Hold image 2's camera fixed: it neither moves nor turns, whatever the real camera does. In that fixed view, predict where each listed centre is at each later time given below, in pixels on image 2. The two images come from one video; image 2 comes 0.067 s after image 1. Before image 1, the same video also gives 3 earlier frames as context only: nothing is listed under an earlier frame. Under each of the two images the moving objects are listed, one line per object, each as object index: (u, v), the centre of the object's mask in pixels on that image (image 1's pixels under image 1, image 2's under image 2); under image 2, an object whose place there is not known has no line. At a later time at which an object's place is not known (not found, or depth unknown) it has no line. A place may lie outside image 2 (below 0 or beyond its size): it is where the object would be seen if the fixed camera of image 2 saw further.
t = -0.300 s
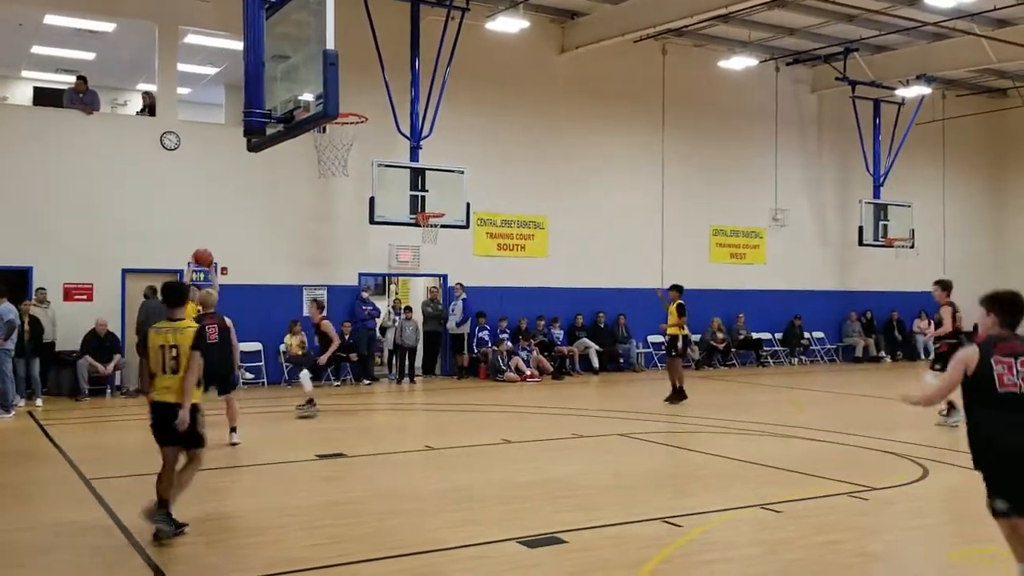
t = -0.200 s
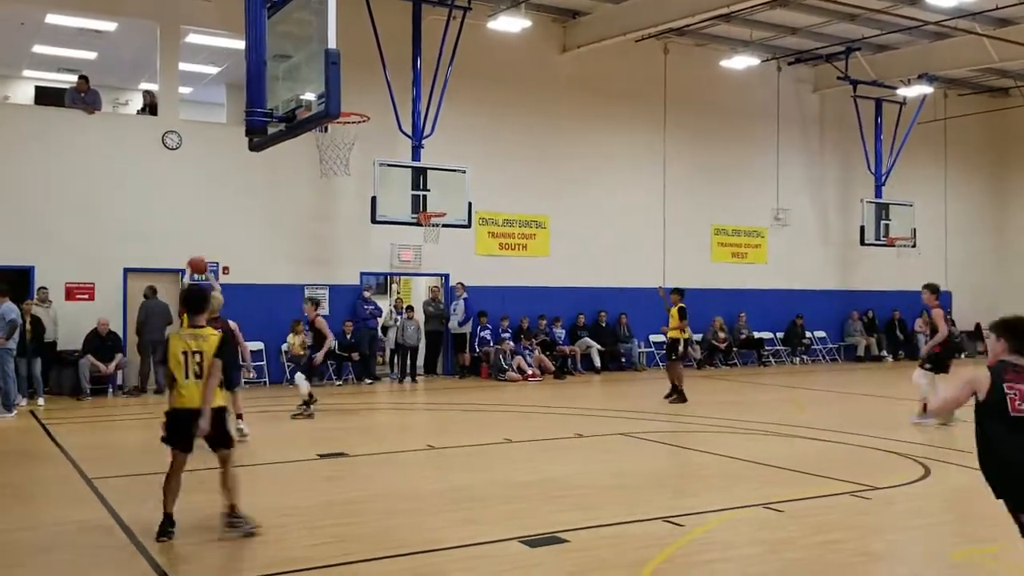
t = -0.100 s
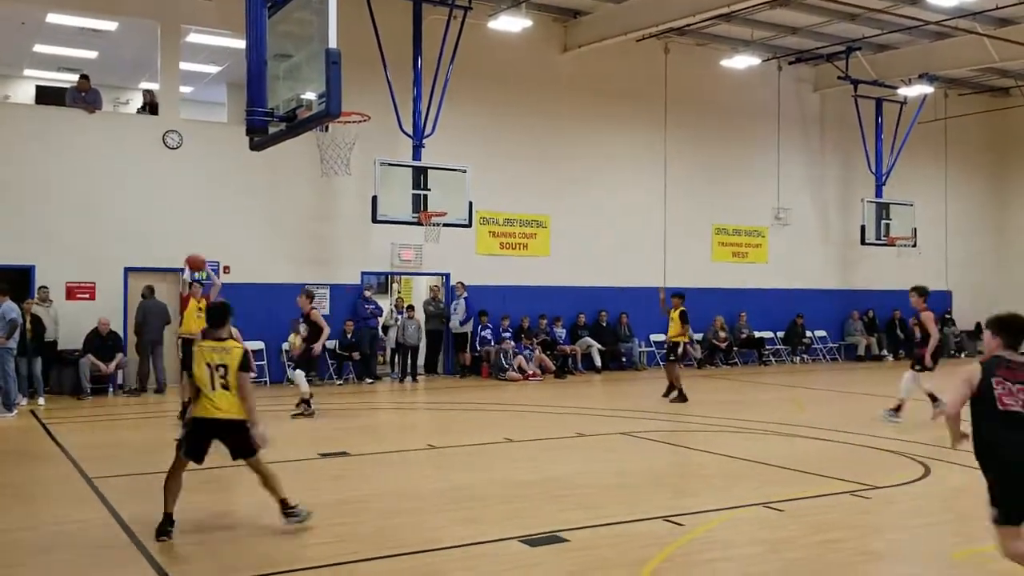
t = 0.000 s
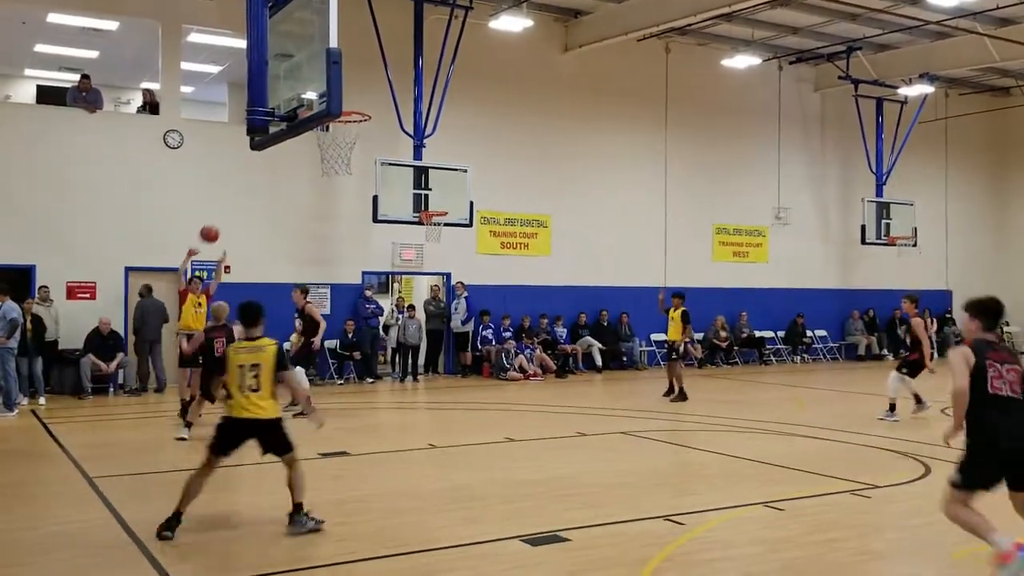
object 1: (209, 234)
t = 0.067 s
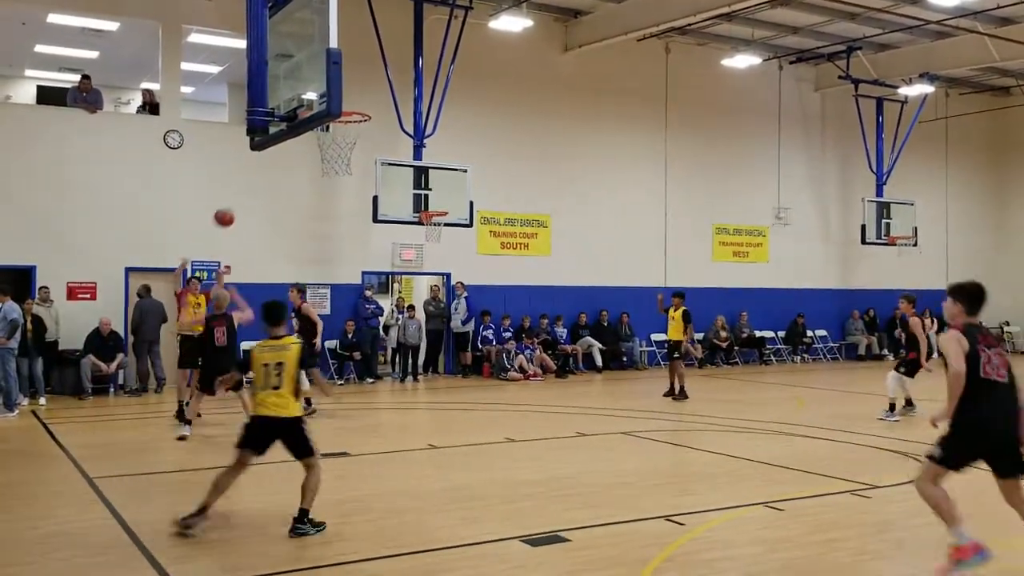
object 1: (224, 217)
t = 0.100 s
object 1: (233, 211)
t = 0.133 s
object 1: (246, 203)
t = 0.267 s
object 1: (288, 184)
